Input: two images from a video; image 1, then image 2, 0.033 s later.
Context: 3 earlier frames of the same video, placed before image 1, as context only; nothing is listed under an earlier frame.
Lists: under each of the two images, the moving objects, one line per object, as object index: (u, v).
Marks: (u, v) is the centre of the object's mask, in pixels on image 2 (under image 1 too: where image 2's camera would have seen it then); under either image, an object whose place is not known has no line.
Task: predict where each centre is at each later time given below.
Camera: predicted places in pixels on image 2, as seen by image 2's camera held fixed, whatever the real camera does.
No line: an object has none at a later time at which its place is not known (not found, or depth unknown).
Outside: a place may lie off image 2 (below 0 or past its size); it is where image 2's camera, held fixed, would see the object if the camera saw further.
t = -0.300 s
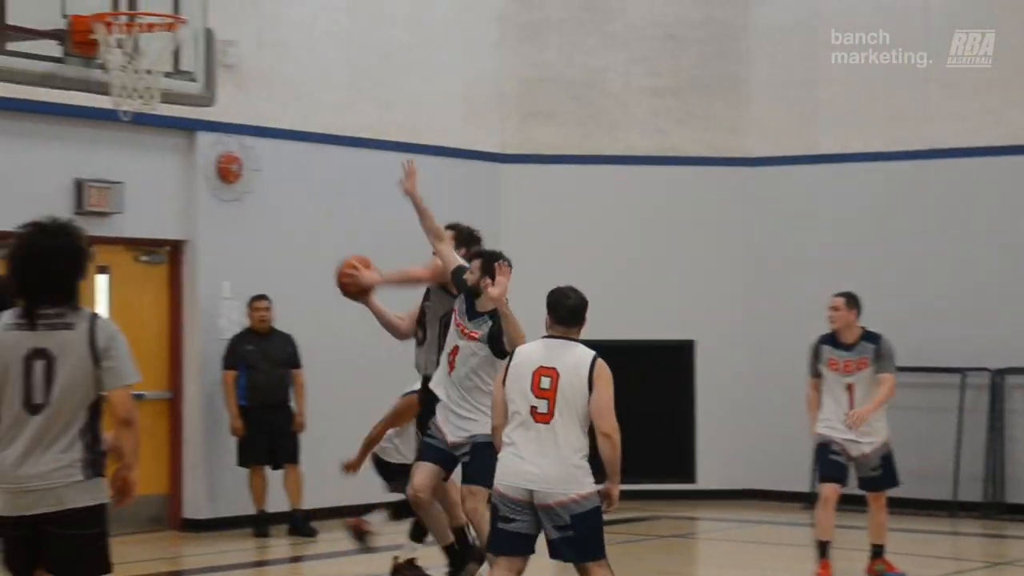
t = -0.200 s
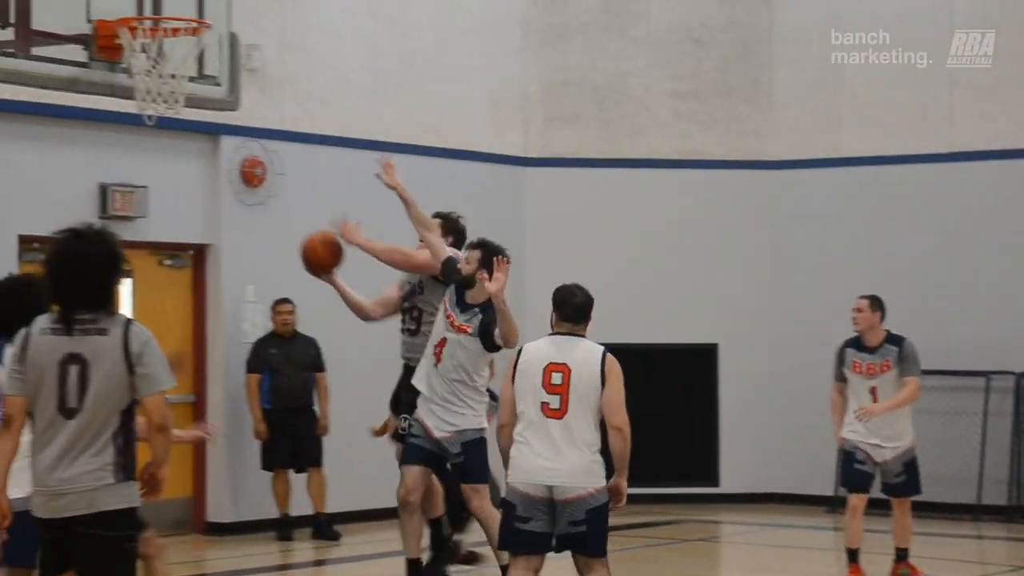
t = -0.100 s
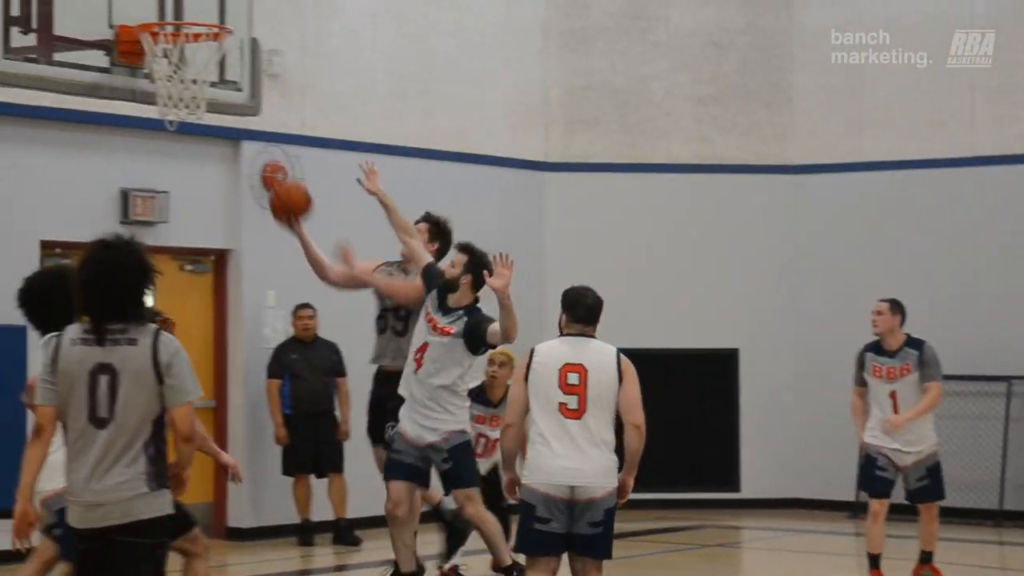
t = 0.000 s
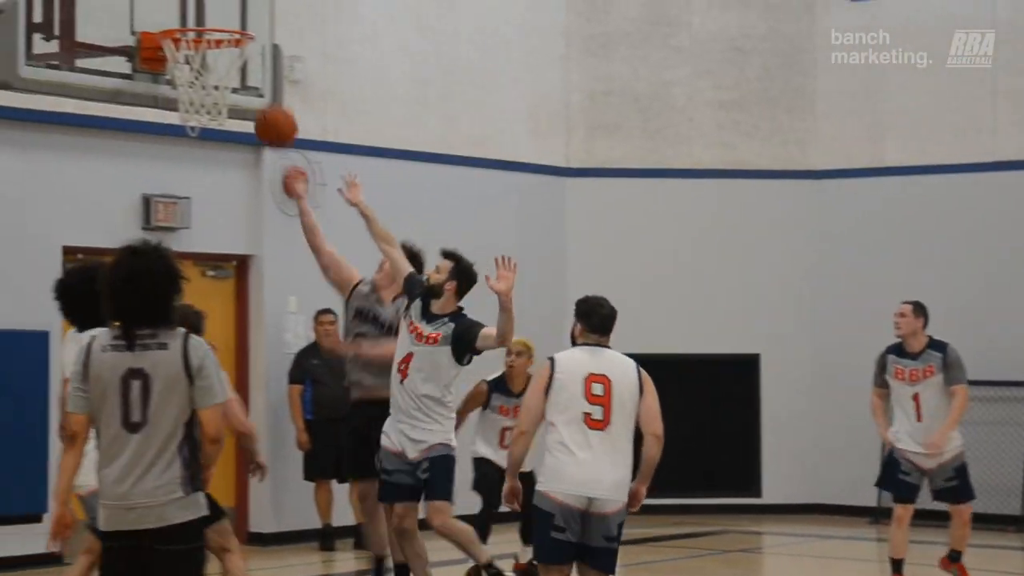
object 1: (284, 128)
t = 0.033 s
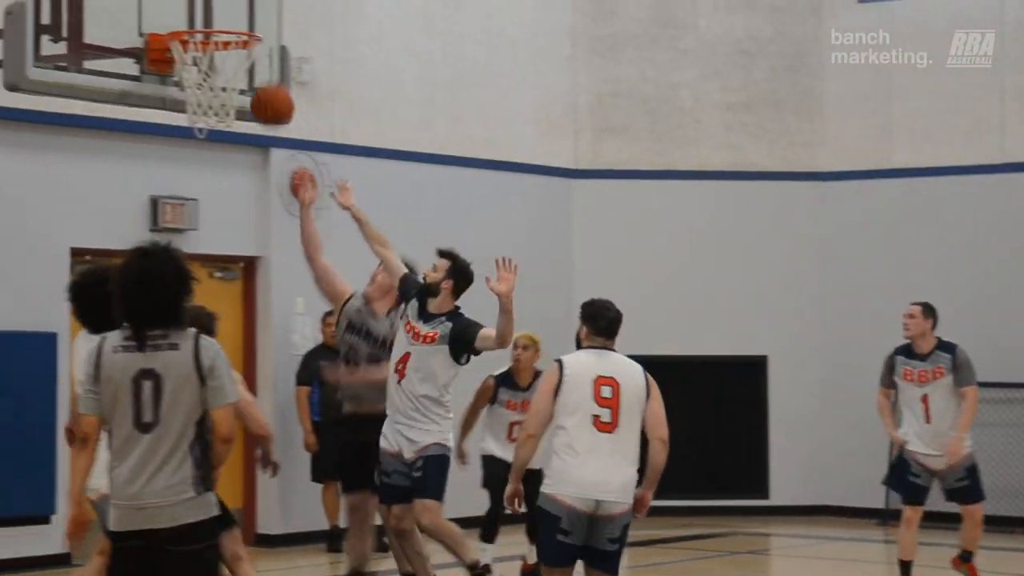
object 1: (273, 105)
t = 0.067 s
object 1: (262, 83)
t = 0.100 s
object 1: (259, 67)
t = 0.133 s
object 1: (236, 28)
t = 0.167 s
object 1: (224, 19)
